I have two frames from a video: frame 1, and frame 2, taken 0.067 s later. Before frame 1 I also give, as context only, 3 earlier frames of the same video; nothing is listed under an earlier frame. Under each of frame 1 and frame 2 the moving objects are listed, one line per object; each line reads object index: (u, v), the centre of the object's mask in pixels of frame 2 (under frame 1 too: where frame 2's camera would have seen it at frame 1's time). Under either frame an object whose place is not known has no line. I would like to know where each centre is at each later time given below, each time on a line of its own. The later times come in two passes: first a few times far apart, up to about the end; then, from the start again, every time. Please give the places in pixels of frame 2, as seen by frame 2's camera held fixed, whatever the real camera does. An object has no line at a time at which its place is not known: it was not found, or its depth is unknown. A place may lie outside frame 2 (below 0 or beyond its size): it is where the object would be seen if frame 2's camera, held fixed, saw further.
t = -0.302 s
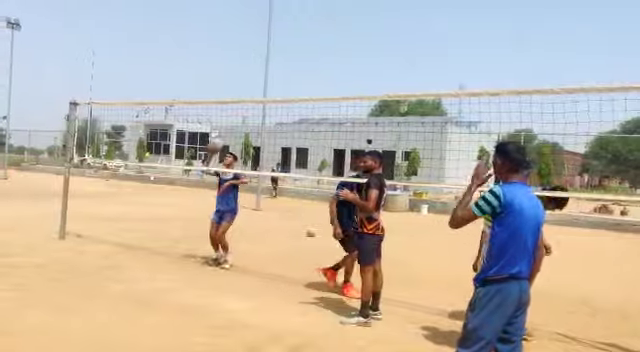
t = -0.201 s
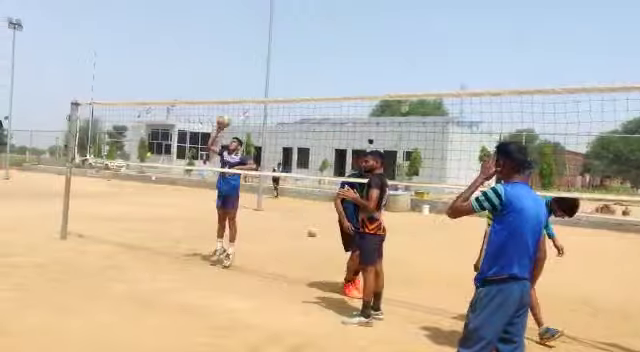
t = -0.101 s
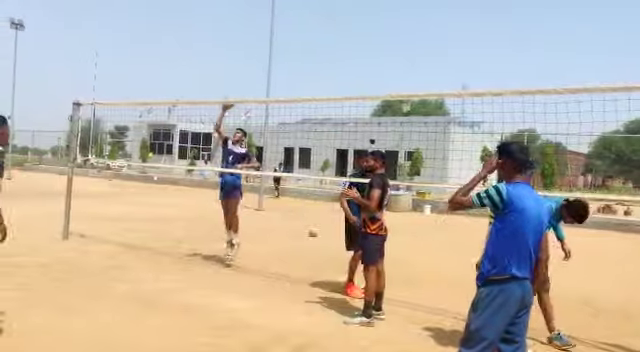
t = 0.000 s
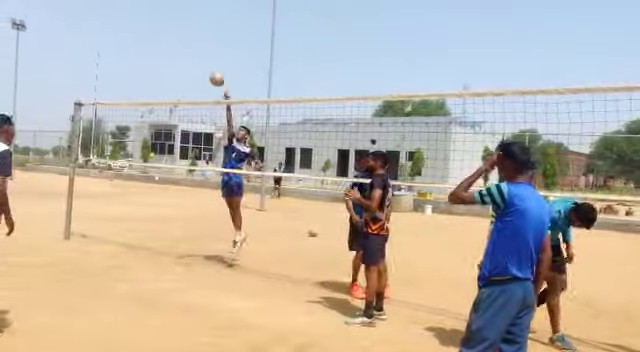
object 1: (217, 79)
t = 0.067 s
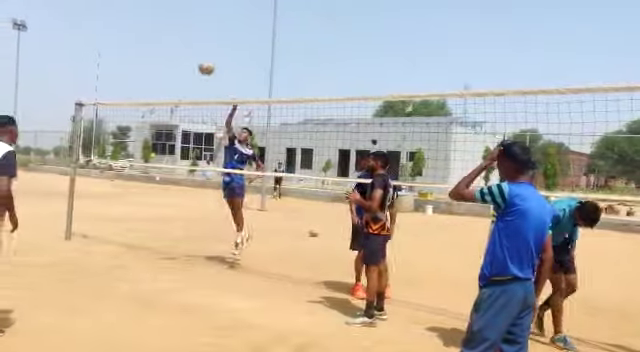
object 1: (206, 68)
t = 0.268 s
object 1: (163, 49)
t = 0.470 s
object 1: (104, 64)
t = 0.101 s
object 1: (199, 62)
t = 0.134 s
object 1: (193, 57)
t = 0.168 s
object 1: (186, 55)
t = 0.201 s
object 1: (178, 52)
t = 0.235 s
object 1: (171, 50)
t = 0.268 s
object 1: (163, 49)
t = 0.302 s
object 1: (154, 50)
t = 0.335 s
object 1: (145, 50)
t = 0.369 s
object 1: (135, 51)
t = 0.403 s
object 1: (125, 54)
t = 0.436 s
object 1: (114, 58)
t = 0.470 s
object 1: (104, 64)
